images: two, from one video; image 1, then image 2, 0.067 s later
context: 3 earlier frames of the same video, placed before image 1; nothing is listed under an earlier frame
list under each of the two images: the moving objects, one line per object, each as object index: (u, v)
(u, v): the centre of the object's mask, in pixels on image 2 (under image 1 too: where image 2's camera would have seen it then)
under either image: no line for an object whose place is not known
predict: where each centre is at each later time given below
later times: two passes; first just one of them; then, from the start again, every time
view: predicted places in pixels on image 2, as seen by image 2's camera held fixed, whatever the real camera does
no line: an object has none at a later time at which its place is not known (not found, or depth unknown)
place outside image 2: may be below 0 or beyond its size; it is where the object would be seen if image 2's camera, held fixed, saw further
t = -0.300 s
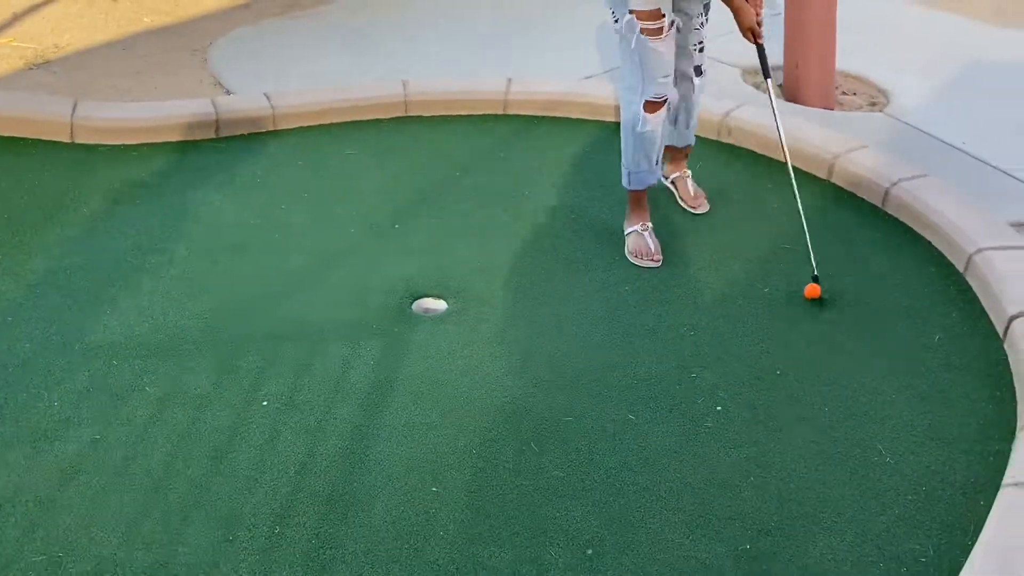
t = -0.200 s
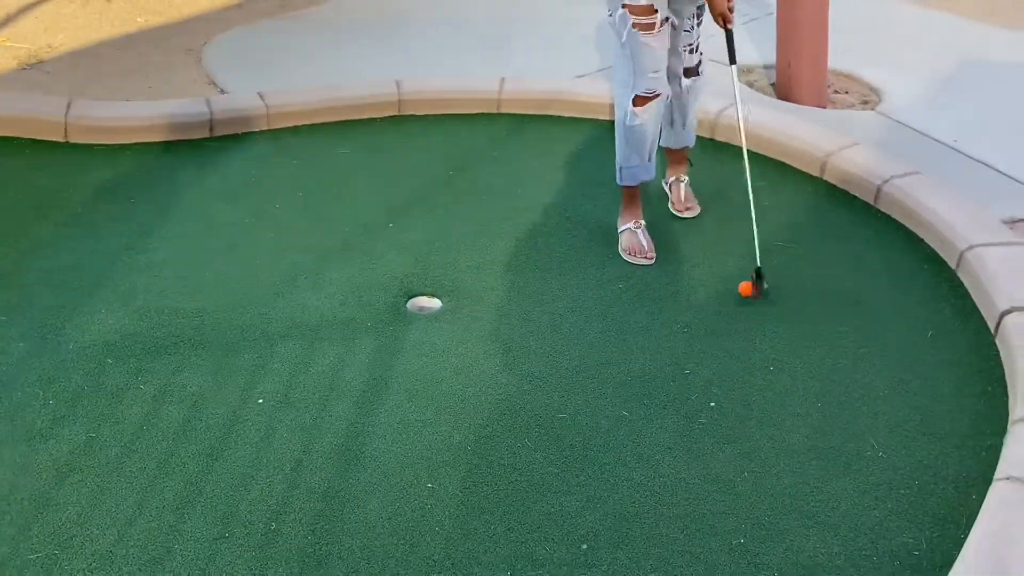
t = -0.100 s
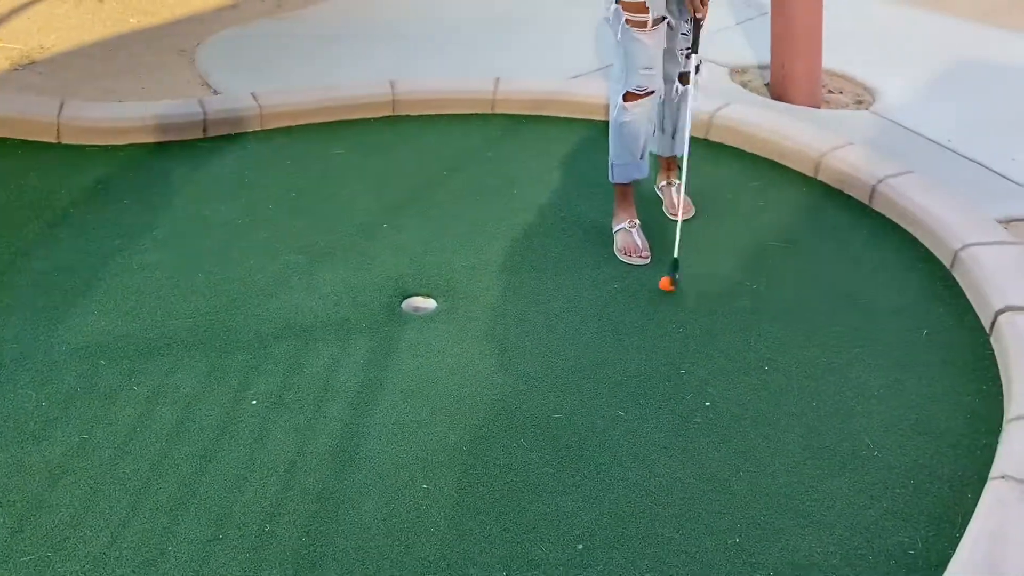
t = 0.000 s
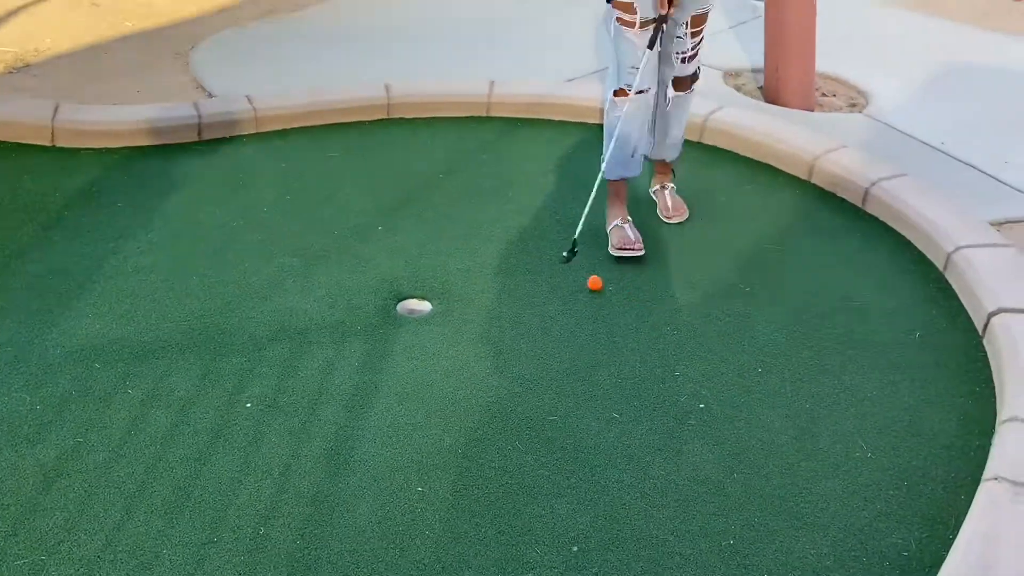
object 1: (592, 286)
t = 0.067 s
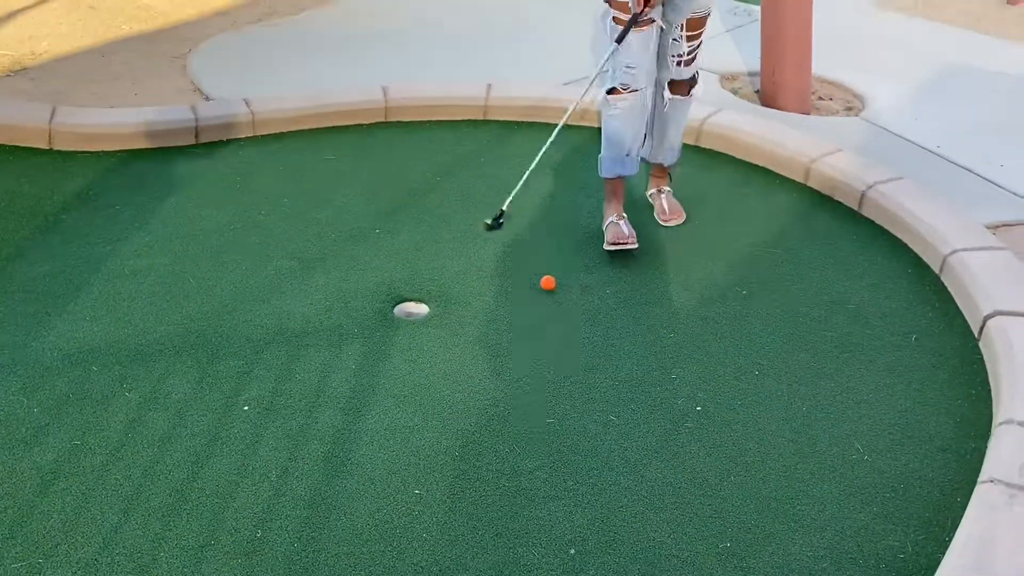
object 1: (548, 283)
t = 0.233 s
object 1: (445, 276)
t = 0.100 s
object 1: (527, 282)
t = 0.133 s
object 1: (506, 280)
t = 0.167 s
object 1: (485, 279)
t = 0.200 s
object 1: (465, 277)
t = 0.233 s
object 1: (445, 276)
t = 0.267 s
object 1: (424, 275)
